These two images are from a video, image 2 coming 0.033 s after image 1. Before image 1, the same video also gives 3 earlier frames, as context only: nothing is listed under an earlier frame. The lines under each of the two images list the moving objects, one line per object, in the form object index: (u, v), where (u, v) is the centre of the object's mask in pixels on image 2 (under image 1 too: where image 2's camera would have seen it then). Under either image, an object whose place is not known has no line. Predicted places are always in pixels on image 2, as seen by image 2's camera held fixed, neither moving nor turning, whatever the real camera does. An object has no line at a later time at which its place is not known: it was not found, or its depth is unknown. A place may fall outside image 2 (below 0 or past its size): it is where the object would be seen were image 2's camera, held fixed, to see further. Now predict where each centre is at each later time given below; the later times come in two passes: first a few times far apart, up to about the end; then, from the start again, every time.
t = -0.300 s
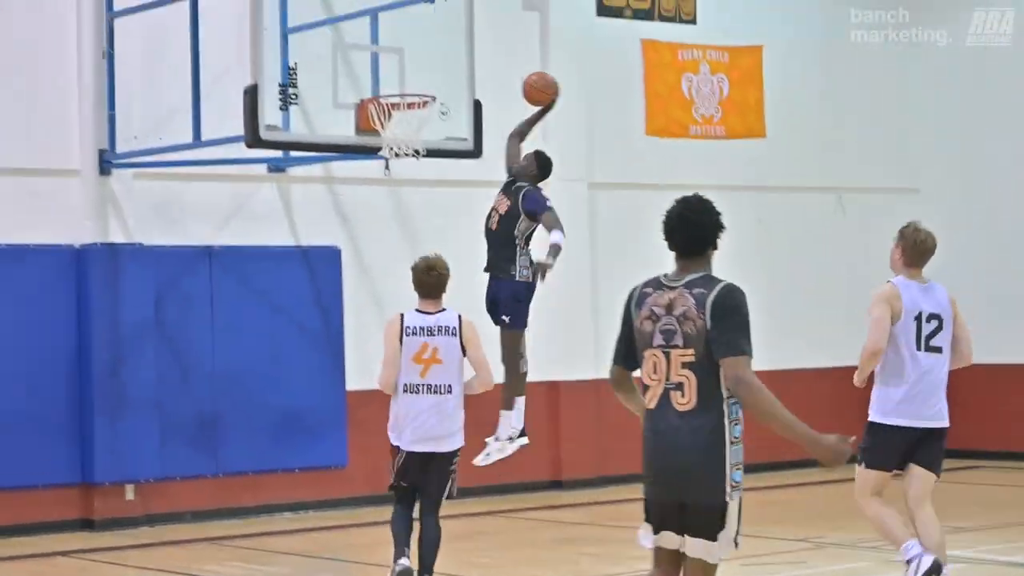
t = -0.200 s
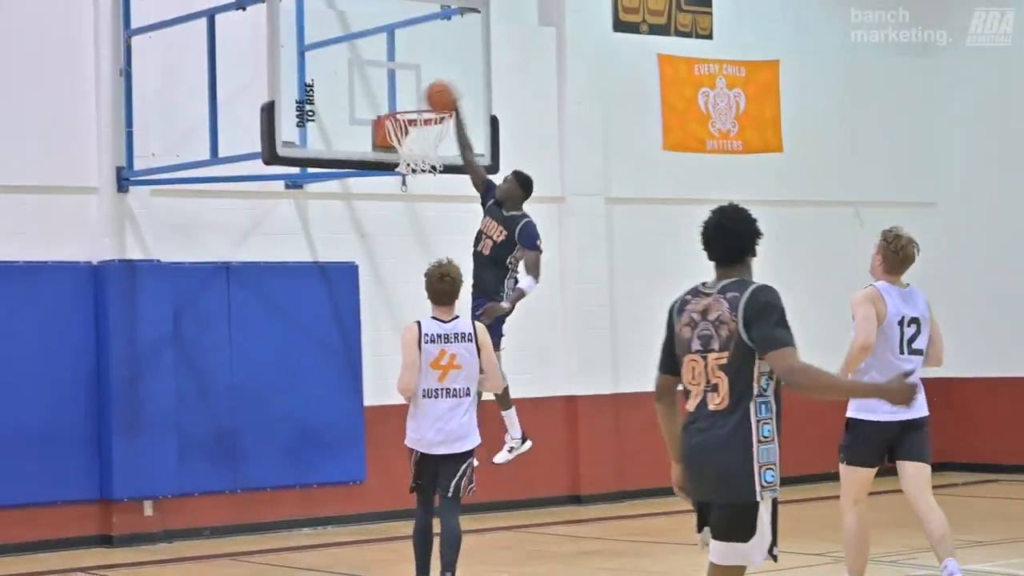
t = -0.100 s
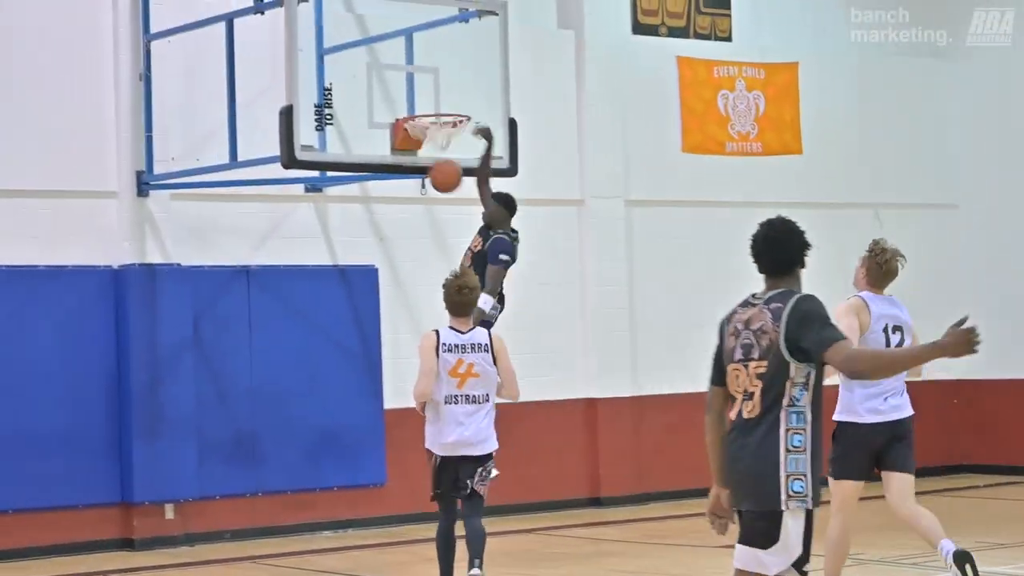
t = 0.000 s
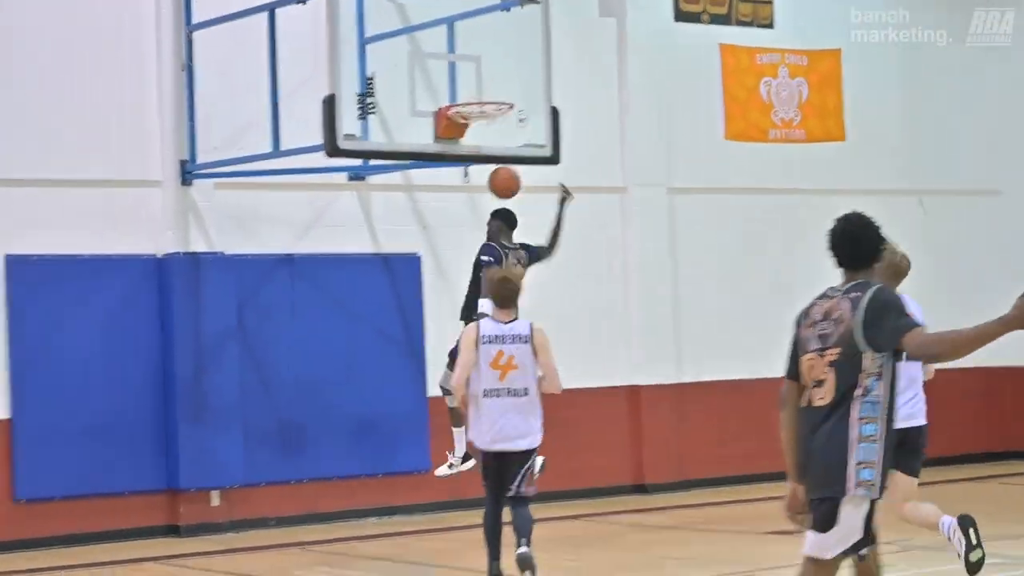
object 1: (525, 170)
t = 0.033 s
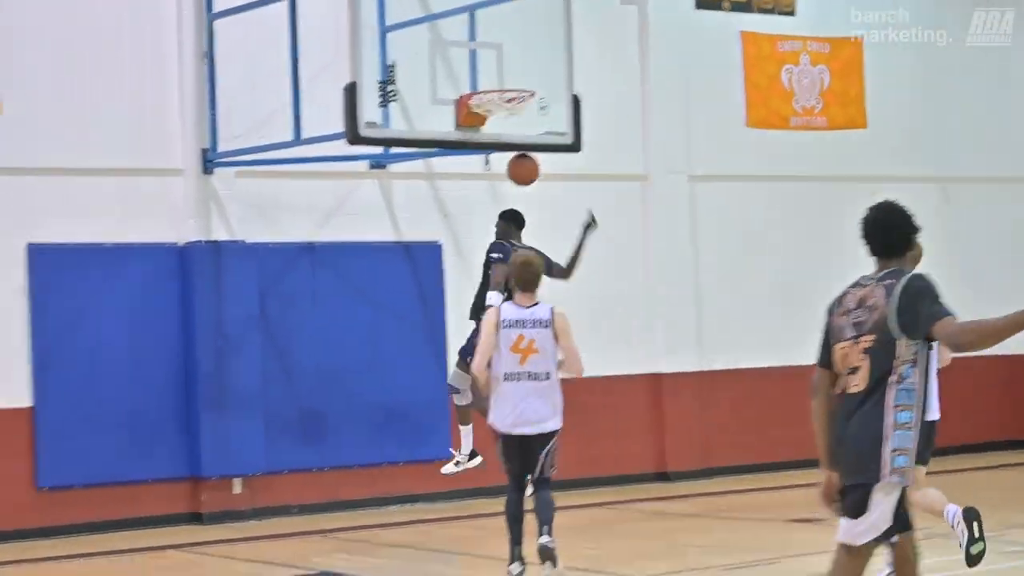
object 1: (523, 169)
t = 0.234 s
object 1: (507, 204)
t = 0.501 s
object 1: (490, 320)
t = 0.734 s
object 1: (480, 479)
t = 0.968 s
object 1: (498, 375)
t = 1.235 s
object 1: (528, 315)
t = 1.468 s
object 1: (556, 329)
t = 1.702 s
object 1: (584, 398)
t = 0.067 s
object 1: (520, 172)
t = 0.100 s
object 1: (517, 175)
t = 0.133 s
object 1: (515, 180)
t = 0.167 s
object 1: (512, 187)
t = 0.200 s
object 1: (510, 195)
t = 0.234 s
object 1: (507, 204)
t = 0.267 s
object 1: (504, 215)
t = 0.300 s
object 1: (502, 226)
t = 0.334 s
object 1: (500, 239)
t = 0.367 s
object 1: (497, 253)
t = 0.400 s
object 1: (495, 268)
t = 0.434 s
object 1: (493, 284)
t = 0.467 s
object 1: (492, 301)
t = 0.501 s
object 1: (490, 320)
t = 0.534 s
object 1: (486, 341)
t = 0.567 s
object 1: (488, 359)
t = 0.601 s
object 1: (485, 379)
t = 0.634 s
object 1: (484, 402)
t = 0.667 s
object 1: (482, 427)
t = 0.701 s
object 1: (481, 451)
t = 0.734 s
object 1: (480, 479)
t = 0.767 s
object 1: (480, 479)
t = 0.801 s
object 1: (485, 455)
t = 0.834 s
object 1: (488, 435)
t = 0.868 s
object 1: (492, 416)
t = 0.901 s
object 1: (495, 401)
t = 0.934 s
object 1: (498, 388)
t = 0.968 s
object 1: (498, 375)
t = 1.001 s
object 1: (503, 363)
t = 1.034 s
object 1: (506, 352)
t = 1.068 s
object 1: (510, 343)
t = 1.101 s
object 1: (513, 335)
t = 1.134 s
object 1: (517, 328)
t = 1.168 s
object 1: (521, 322)
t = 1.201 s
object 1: (525, 317)
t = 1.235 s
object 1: (528, 315)
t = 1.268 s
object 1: (532, 313)
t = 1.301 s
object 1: (536, 312)
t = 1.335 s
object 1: (540, 313)
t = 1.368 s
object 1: (544, 315)
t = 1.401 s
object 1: (547, 318)
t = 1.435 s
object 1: (552, 323)
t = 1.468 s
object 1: (556, 329)
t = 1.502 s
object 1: (560, 335)
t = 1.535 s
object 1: (563, 344)
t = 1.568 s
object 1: (567, 353)
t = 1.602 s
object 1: (571, 363)
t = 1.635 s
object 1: (575, 375)
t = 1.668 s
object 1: (579, 386)
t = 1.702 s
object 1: (584, 398)
